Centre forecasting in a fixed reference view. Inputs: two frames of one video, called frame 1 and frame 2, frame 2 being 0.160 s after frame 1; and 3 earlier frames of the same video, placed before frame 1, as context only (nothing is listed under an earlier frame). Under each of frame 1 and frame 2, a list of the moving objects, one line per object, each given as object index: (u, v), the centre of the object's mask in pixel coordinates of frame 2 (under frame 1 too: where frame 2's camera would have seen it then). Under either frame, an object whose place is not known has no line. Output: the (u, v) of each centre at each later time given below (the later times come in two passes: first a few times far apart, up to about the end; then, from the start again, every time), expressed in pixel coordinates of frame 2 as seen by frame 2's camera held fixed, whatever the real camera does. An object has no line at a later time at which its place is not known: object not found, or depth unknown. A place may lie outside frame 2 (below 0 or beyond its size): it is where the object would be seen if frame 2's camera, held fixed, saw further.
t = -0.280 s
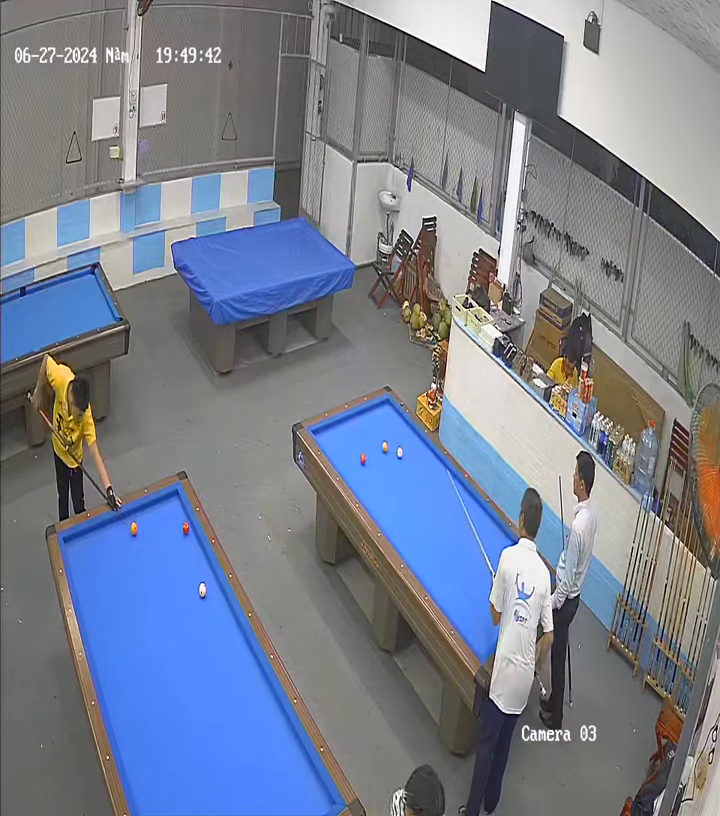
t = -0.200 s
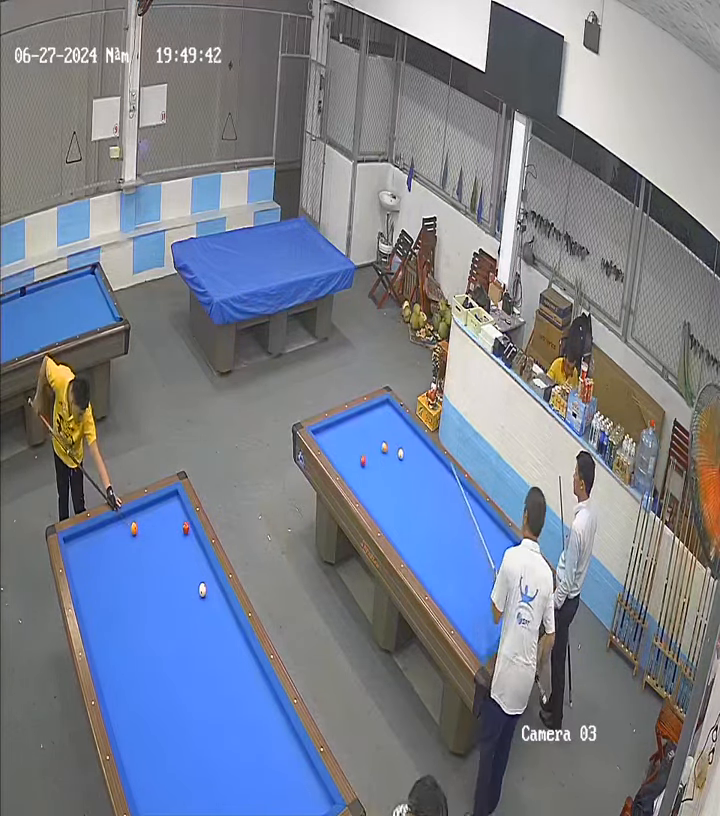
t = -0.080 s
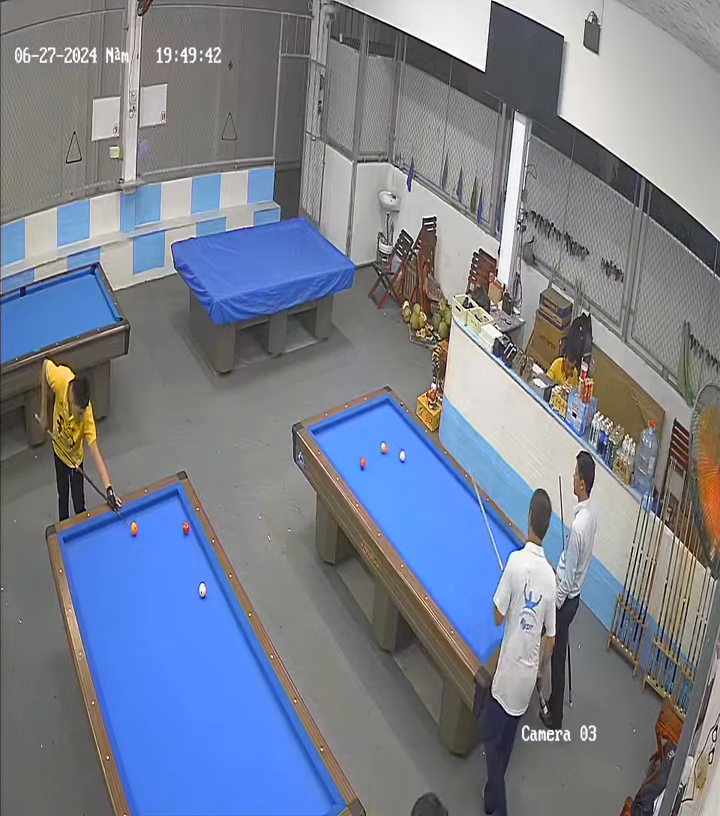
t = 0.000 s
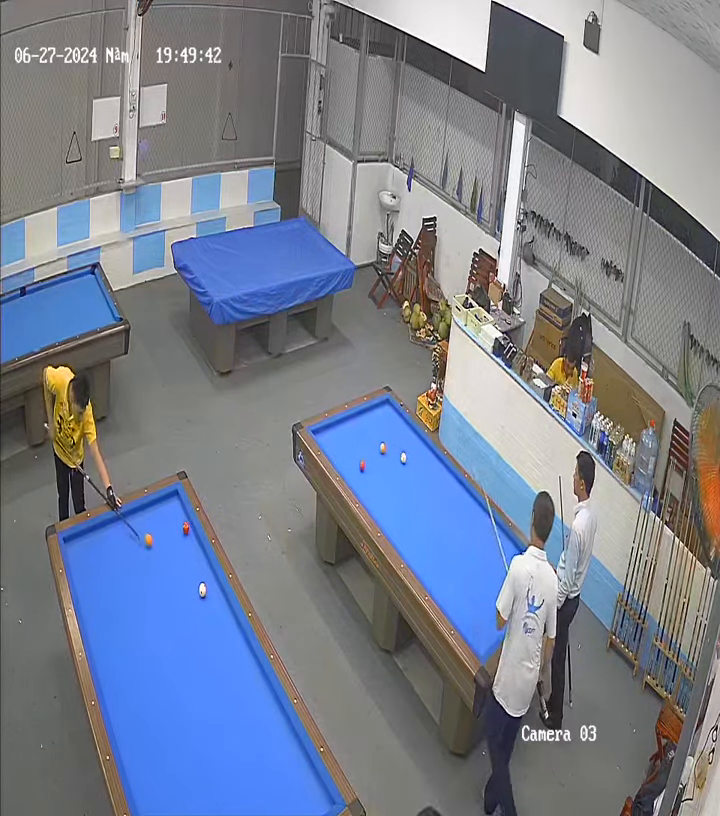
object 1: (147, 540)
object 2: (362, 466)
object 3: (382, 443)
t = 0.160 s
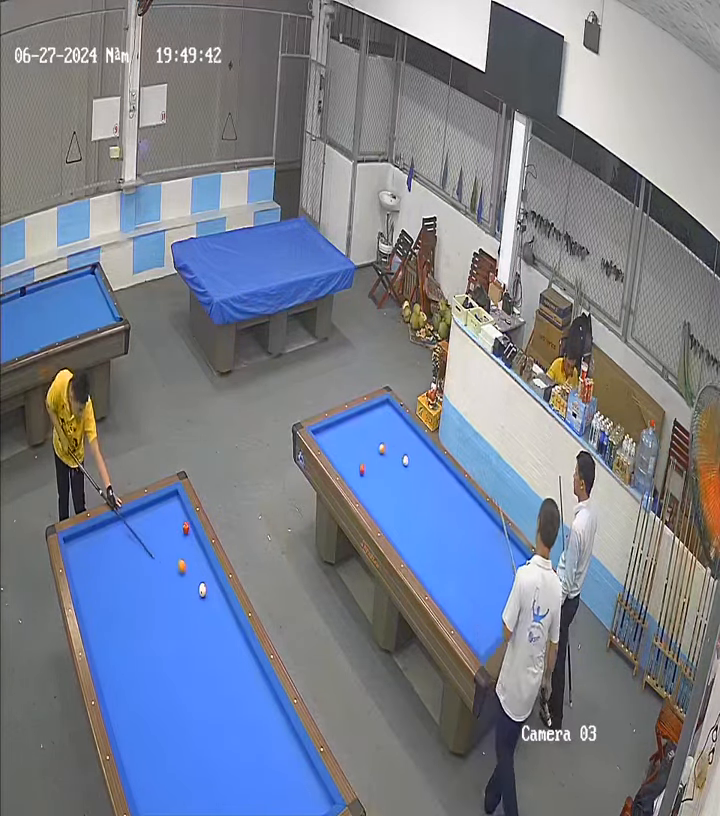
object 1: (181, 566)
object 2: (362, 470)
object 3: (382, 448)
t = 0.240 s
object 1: (197, 578)
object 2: (362, 471)
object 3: (381, 449)
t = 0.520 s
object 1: (211, 613)
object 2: (361, 477)
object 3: (380, 450)
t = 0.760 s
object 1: (210, 654)
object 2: (360, 482)
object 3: (380, 452)
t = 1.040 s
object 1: (210, 706)
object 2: (360, 488)
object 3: (379, 452)
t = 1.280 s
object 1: (210, 755)
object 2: (360, 491)
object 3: (376, 452)
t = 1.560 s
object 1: (211, 811)
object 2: (362, 494)
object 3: (377, 454)
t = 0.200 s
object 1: (189, 572)
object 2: (362, 470)
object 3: (382, 449)
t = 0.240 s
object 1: (197, 578)
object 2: (362, 471)
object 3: (381, 449)
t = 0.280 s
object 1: (205, 582)
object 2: (362, 472)
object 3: (381, 449)
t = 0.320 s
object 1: (212, 584)
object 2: (361, 473)
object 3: (381, 449)
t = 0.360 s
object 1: (218, 586)
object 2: (361, 474)
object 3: (381, 449)
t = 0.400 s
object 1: (216, 593)
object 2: (361, 475)
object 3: (380, 450)
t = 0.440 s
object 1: (214, 600)
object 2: (361, 475)
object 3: (380, 450)
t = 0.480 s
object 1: (212, 606)
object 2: (361, 477)
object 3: (380, 450)
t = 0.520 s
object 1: (211, 613)
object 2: (361, 477)
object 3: (380, 450)
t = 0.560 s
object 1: (210, 620)
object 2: (361, 478)
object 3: (380, 450)
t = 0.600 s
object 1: (211, 626)
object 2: (361, 479)
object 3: (379, 450)
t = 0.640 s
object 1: (210, 633)
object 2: (360, 480)
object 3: (379, 450)
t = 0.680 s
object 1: (211, 640)
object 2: (360, 481)
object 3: (379, 451)
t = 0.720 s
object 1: (210, 647)
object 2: (360, 482)
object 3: (379, 451)
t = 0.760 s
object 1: (210, 654)
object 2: (360, 482)
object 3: (380, 452)
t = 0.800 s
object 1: (210, 661)
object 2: (360, 483)
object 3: (379, 452)
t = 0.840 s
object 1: (210, 668)
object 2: (360, 484)
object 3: (379, 452)
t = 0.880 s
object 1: (210, 676)
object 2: (360, 485)
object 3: (378, 451)
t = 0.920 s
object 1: (210, 683)
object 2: (360, 486)
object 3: (378, 451)
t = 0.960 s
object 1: (210, 691)
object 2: (360, 487)
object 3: (378, 452)
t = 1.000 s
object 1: (210, 698)
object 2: (359, 488)
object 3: (378, 453)
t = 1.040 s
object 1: (210, 706)
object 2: (360, 488)
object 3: (379, 452)
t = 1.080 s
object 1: (210, 714)
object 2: (360, 489)
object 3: (377, 452)
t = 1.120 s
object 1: (210, 722)
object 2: (359, 489)
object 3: (378, 453)
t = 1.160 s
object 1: (210, 730)
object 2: (359, 489)
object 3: (377, 452)
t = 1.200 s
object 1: (210, 738)
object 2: (359, 490)
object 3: (378, 453)
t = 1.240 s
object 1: (210, 746)
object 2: (360, 492)
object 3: (376, 452)
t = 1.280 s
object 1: (210, 755)
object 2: (360, 491)
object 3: (376, 452)
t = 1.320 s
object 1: (210, 763)
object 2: (359, 492)
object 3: (378, 453)
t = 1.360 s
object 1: (210, 772)
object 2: (360, 492)
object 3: (378, 453)
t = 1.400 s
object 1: (211, 780)
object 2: (360, 493)
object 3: (378, 453)
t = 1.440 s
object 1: (210, 789)
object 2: (360, 493)
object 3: (376, 453)
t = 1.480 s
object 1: (210, 798)
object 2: (361, 493)
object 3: (376, 453)
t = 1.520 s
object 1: (211, 807)
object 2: (361, 493)
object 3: (377, 455)
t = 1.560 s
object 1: (211, 811)
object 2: (362, 494)
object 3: (377, 454)
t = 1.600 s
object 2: (362, 494)
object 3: (377, 453)
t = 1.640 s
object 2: (363, 495)
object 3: (377, 453)
